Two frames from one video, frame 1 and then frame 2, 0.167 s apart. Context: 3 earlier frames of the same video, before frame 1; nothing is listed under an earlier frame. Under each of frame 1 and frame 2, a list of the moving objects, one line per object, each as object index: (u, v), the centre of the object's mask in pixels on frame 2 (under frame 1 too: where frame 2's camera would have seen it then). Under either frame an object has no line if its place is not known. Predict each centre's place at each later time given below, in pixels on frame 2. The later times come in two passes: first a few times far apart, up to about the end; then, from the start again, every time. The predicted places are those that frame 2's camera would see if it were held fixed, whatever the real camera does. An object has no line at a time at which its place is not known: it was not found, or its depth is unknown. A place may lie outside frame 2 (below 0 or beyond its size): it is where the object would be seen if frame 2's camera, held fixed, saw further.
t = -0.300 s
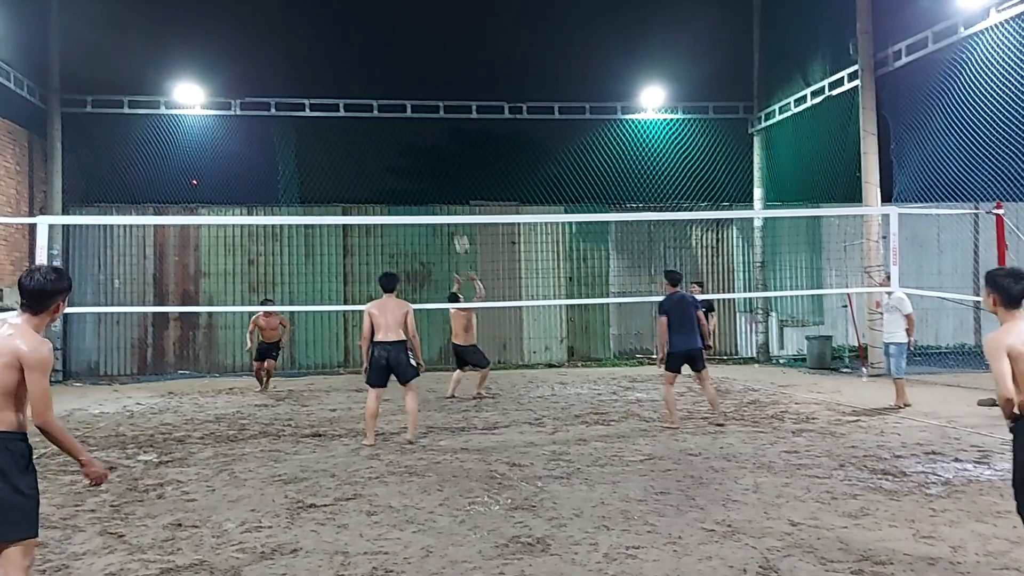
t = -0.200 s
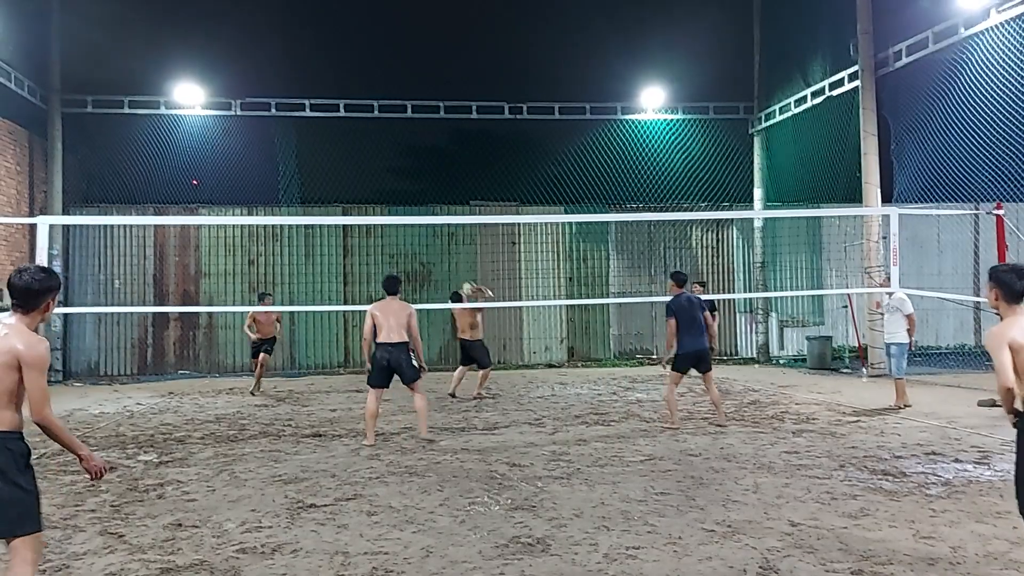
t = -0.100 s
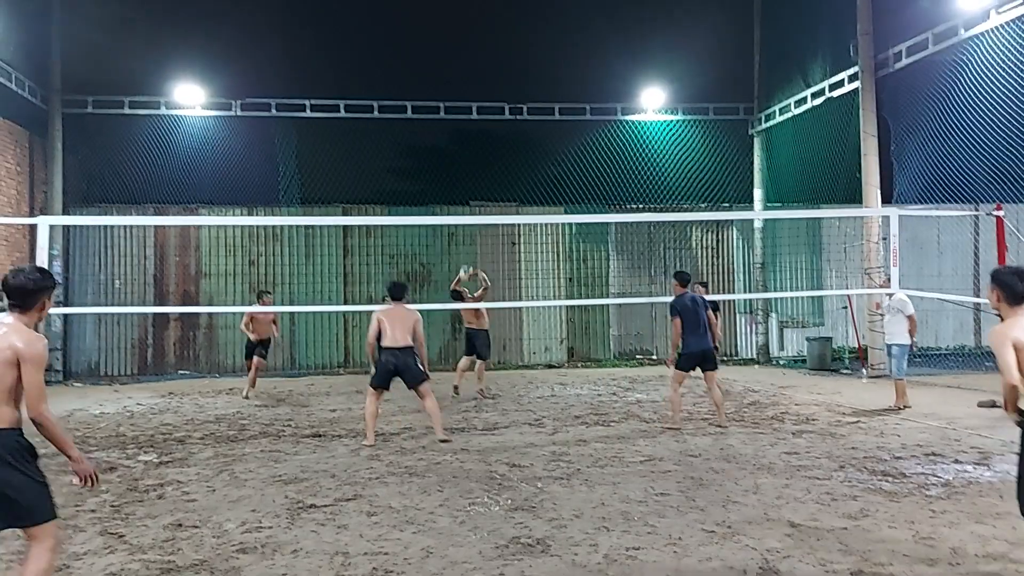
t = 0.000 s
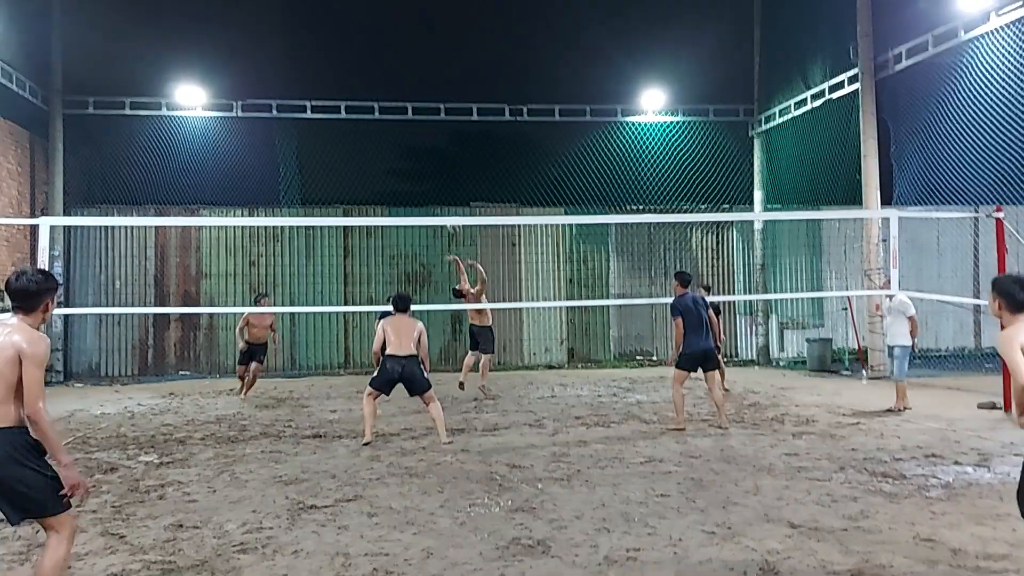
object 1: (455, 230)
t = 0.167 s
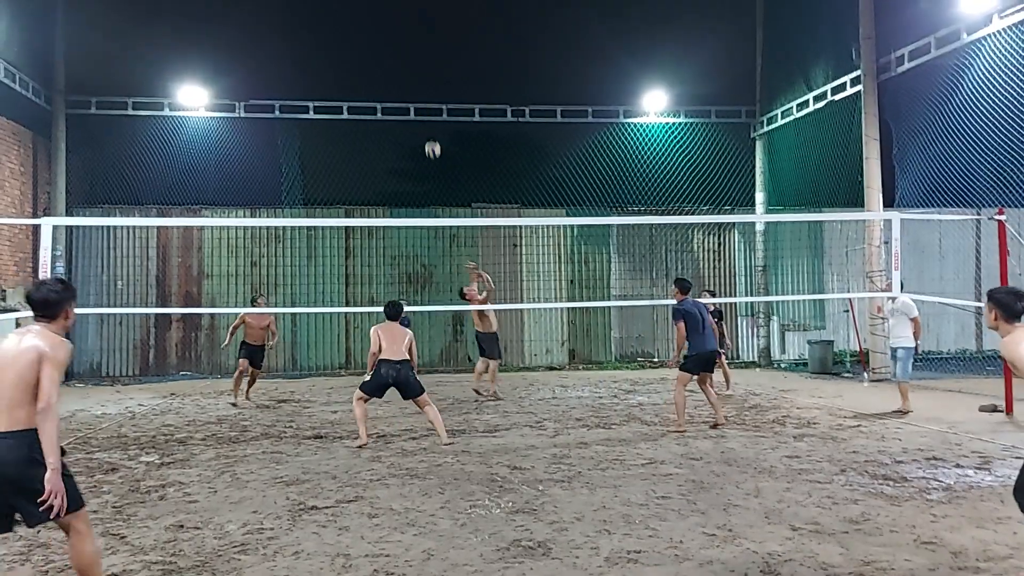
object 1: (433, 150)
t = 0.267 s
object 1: (419, 112)
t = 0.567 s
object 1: (377, 37)
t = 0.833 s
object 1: (339, 23)
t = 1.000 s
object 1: (313, 42)
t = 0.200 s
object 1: (428, 137)
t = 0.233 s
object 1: (424, 124)
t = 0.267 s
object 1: (419, 112)
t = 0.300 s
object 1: (415, 100)
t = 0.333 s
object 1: (410, 91)
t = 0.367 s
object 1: (405, 81)
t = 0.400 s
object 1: (400, 72)
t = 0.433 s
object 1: (396, 64)
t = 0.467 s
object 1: (392, 56)
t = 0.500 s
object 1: (387, 49)
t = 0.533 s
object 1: (382, 43)
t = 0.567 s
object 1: (377, 37)
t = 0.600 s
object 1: (372, 33)
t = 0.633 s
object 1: (368, 29)
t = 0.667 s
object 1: (363, 26)
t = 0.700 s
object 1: (358, 24)
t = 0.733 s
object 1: (353, 22)
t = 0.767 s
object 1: (348, 22)
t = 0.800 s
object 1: (344, 22)
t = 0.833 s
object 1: (339, 23)
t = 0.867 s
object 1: (334, 25)
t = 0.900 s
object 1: (329, 28)
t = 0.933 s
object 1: (323, 32)
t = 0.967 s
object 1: (318, 36)
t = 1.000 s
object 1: (313, 42)
